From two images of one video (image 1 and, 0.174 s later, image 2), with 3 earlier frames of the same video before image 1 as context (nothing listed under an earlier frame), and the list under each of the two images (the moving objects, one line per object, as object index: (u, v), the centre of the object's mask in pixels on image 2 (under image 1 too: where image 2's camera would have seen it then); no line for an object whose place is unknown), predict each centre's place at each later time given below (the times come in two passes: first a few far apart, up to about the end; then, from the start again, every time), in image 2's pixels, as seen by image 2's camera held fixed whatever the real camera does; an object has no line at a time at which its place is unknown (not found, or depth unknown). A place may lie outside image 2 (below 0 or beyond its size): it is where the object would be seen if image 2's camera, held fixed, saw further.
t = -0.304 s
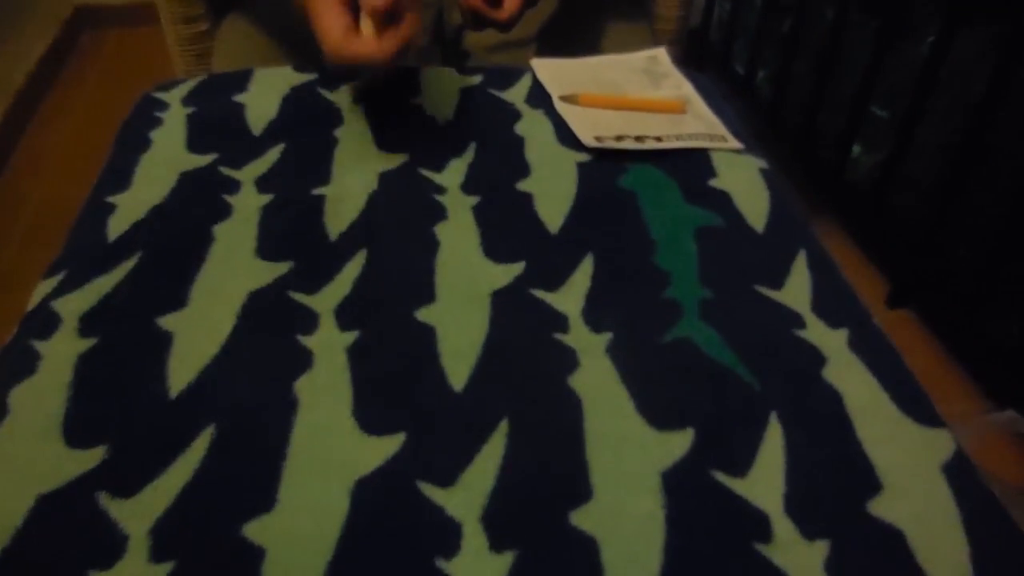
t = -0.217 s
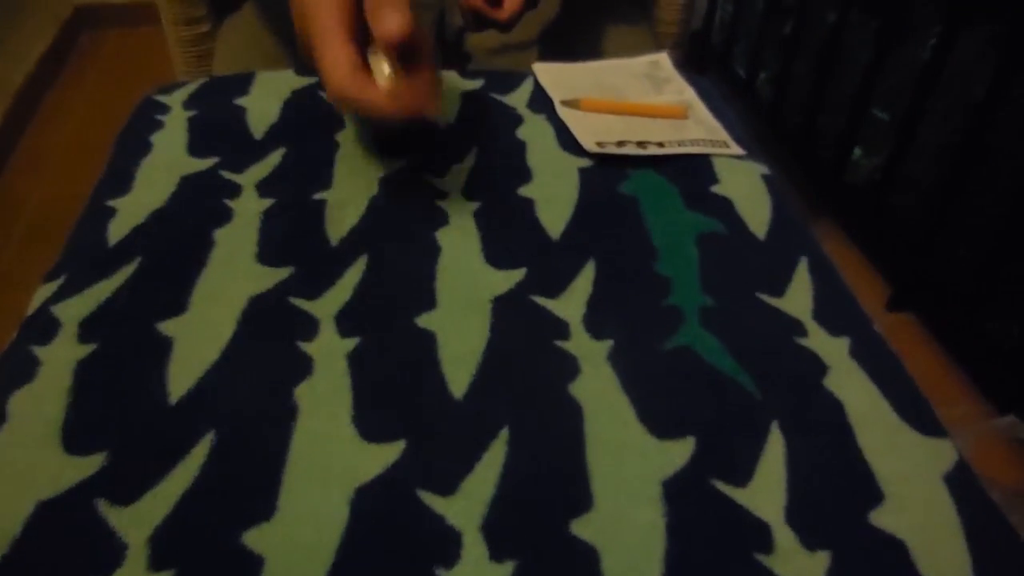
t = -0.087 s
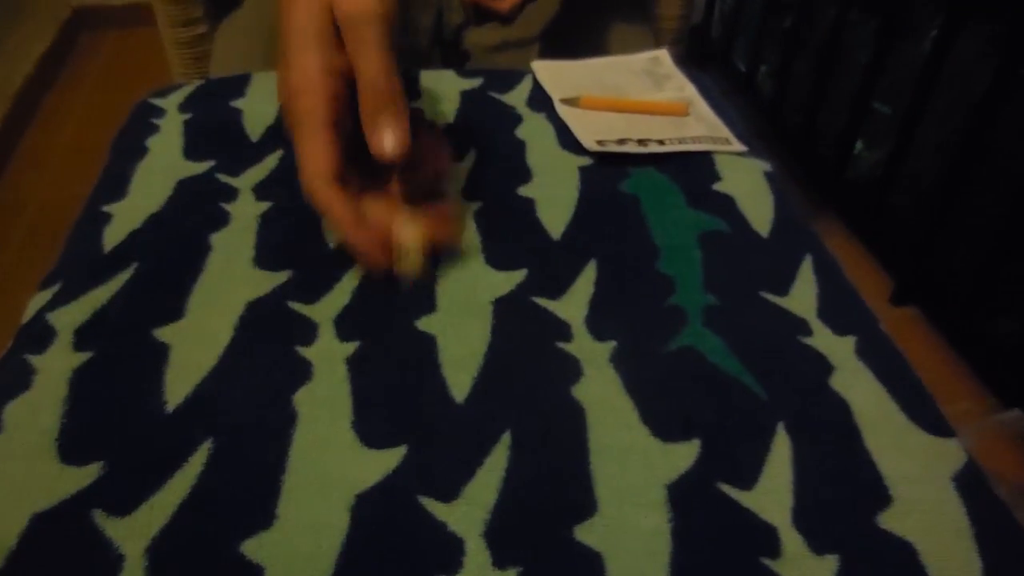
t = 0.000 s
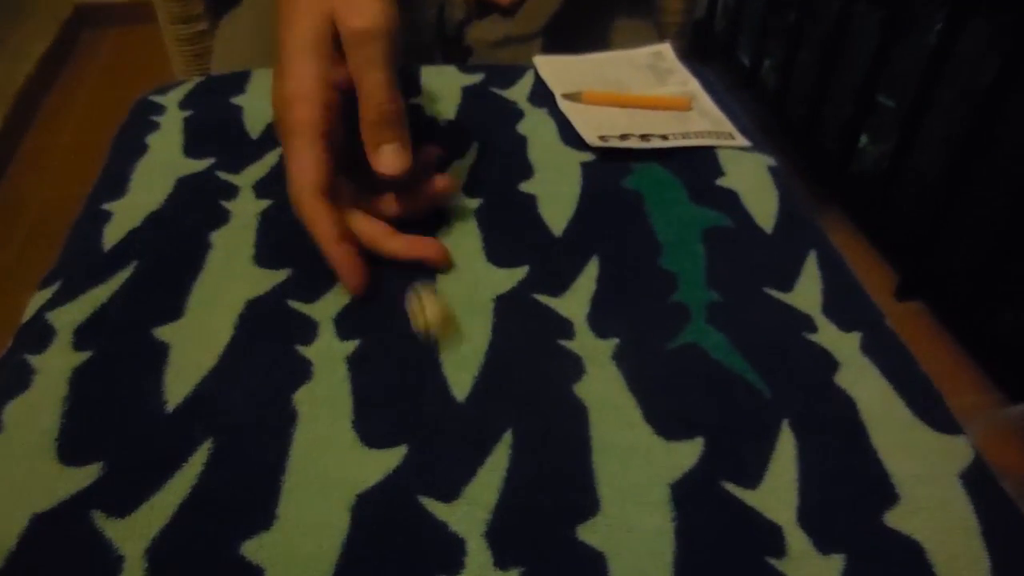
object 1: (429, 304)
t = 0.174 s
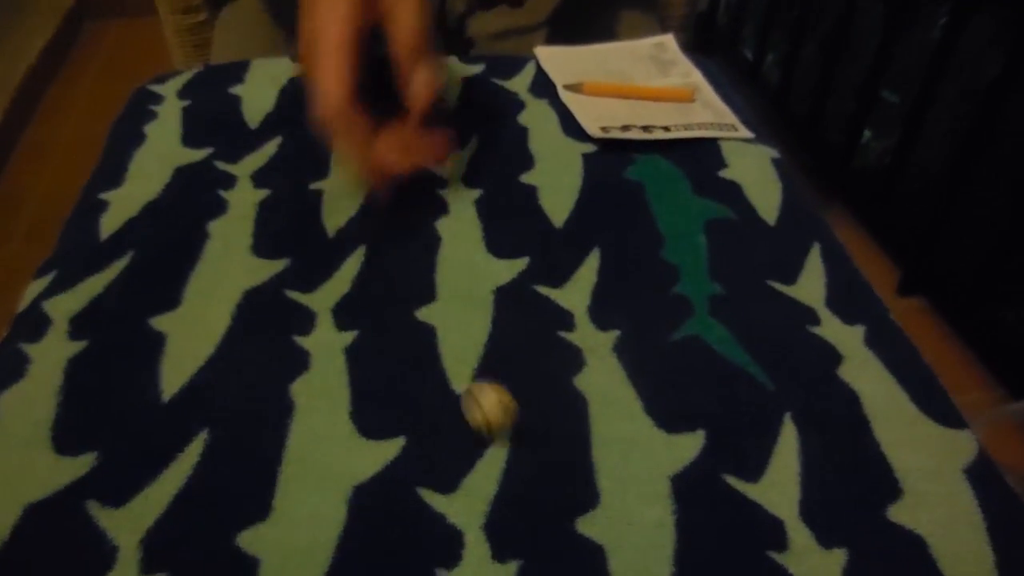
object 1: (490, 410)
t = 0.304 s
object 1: (518, 463)
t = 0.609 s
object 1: (538, 482)
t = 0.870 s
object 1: (537, 480)
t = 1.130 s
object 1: (538, 481)
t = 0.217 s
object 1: (501, 430)
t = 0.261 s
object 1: (509, 448)
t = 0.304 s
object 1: (518, 463)
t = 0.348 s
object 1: (525, 476)
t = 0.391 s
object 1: (539, 485)
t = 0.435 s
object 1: (546, 486)
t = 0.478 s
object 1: (545, 484)
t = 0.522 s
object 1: (535, 480)
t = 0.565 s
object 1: (538, 482)
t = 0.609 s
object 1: (538, 482)
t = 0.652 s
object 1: (538, 482)
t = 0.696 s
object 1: (537, 482)
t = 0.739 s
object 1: (537, 482)
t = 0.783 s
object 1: (537, 481)
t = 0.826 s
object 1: (537, 481)
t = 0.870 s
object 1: (537, 480)
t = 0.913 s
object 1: (537, 481)
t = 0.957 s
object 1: (538, 481)
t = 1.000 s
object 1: (537, 481)
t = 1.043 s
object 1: (537, 481)
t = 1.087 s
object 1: (538, 481)
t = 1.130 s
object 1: (538, 481)
